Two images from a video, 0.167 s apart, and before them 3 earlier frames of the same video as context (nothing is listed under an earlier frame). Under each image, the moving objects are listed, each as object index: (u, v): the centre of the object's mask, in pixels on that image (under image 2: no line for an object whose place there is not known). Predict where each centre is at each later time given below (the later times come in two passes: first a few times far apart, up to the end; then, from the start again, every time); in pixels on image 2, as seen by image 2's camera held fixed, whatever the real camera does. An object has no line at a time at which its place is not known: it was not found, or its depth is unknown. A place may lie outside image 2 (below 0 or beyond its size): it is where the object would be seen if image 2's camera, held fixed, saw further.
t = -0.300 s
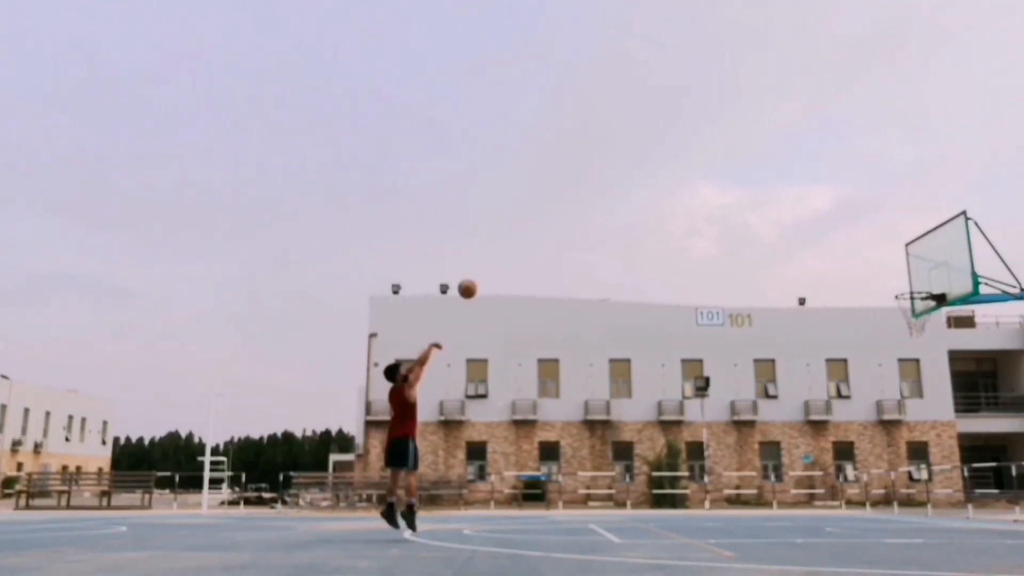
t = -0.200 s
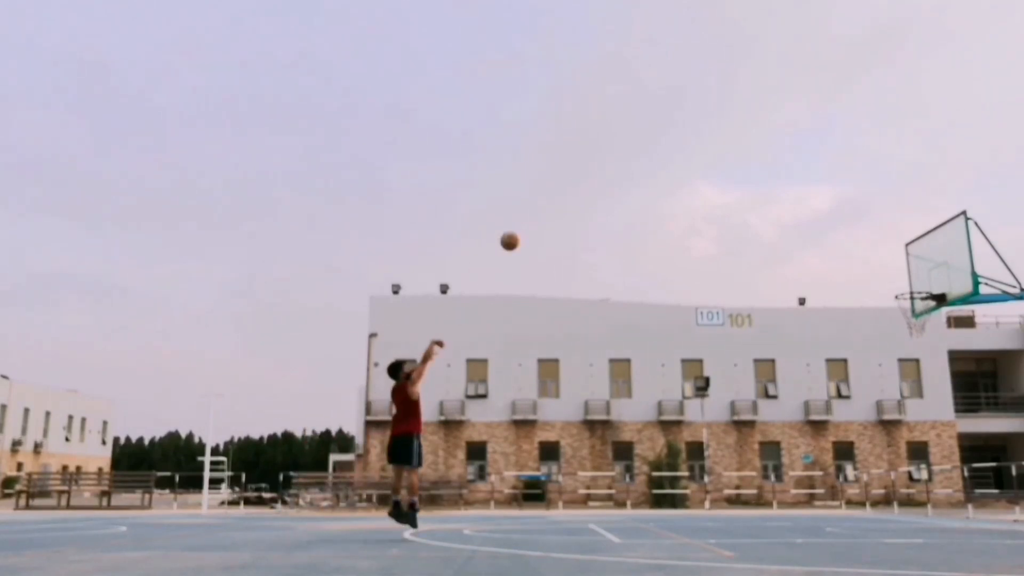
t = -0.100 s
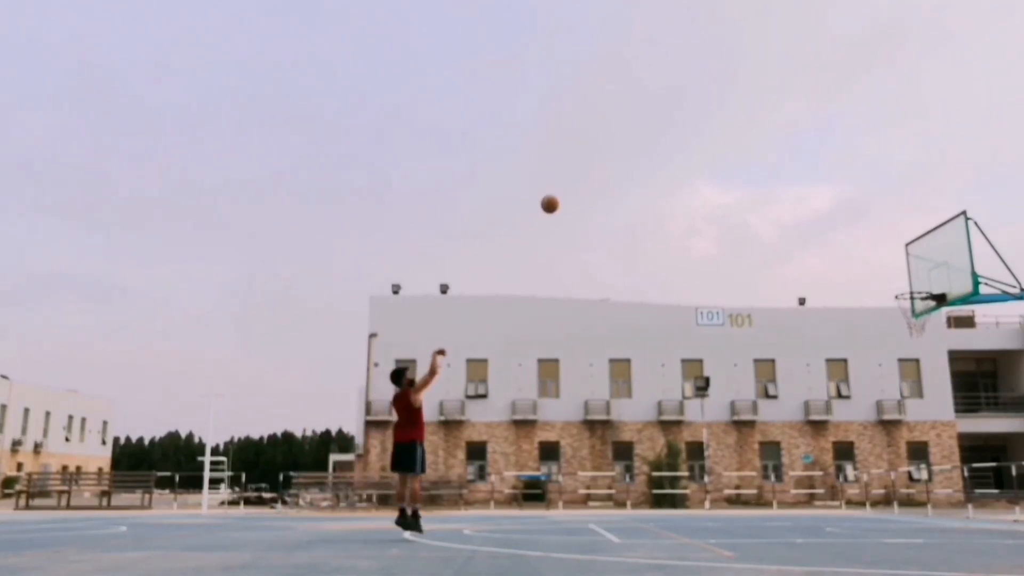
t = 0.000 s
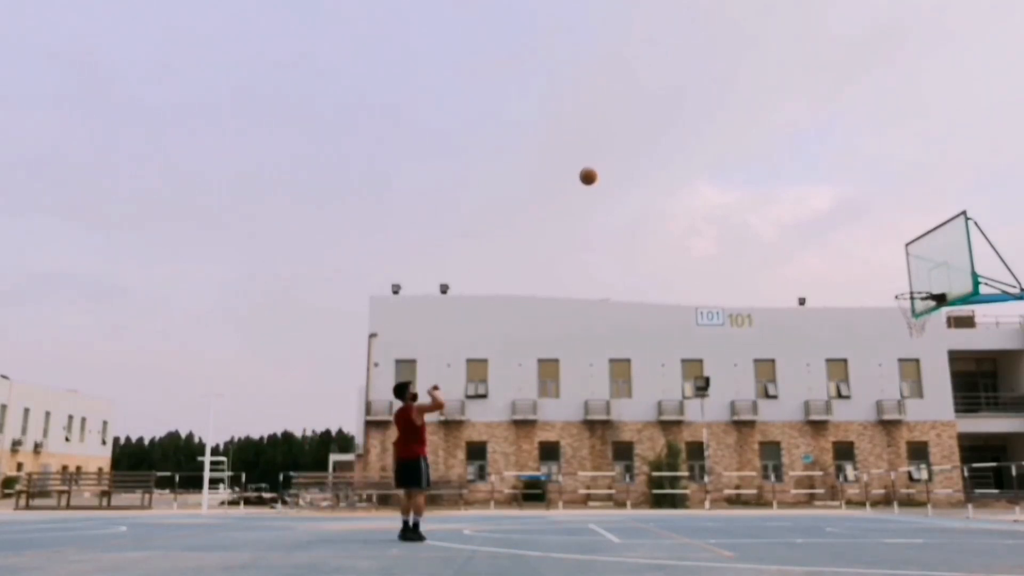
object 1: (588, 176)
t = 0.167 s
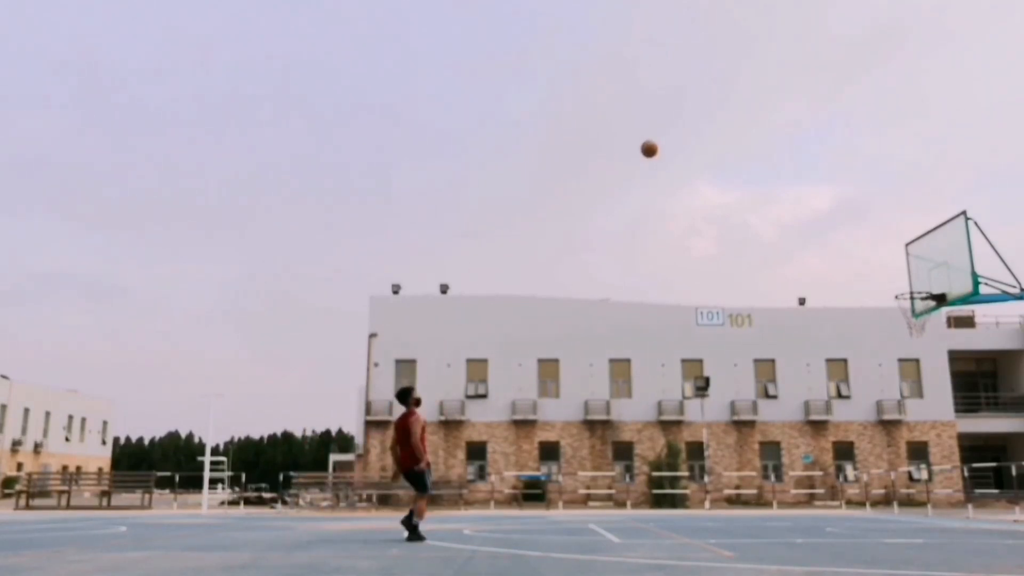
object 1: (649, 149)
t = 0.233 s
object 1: (673, 144)
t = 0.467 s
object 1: (753, 153)
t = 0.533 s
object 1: (776, 162)
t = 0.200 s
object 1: (661, 146)
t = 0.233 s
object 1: (673, 144)
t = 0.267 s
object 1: (685, 143)
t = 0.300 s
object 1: (696, 142)
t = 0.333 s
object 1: (708, 143)
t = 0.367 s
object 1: (719, 144)
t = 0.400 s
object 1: (731, 146)
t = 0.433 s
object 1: (742, 149)
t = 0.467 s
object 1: (753, 153)
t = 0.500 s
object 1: (764, 157)
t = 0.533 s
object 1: (776, 162)
